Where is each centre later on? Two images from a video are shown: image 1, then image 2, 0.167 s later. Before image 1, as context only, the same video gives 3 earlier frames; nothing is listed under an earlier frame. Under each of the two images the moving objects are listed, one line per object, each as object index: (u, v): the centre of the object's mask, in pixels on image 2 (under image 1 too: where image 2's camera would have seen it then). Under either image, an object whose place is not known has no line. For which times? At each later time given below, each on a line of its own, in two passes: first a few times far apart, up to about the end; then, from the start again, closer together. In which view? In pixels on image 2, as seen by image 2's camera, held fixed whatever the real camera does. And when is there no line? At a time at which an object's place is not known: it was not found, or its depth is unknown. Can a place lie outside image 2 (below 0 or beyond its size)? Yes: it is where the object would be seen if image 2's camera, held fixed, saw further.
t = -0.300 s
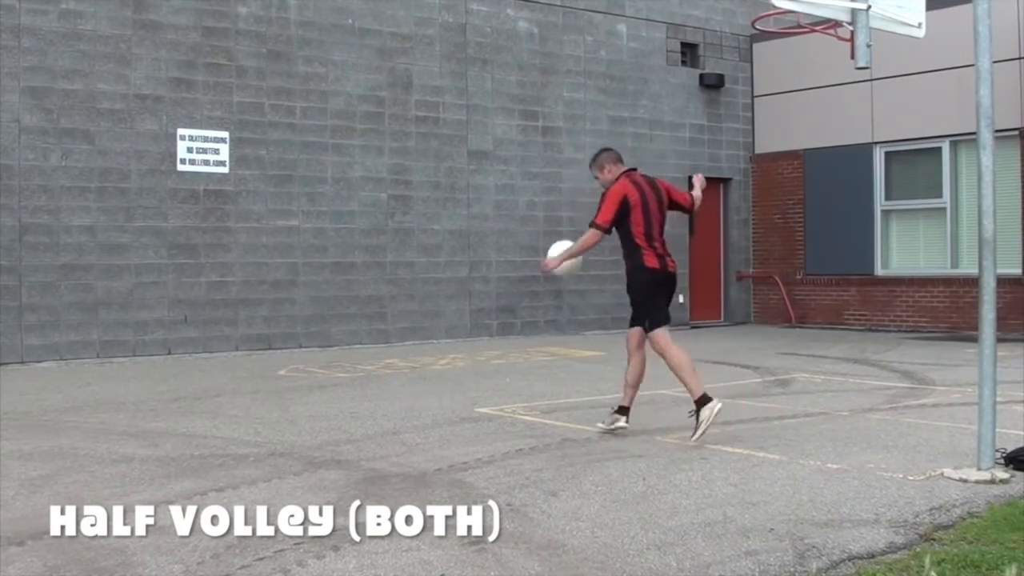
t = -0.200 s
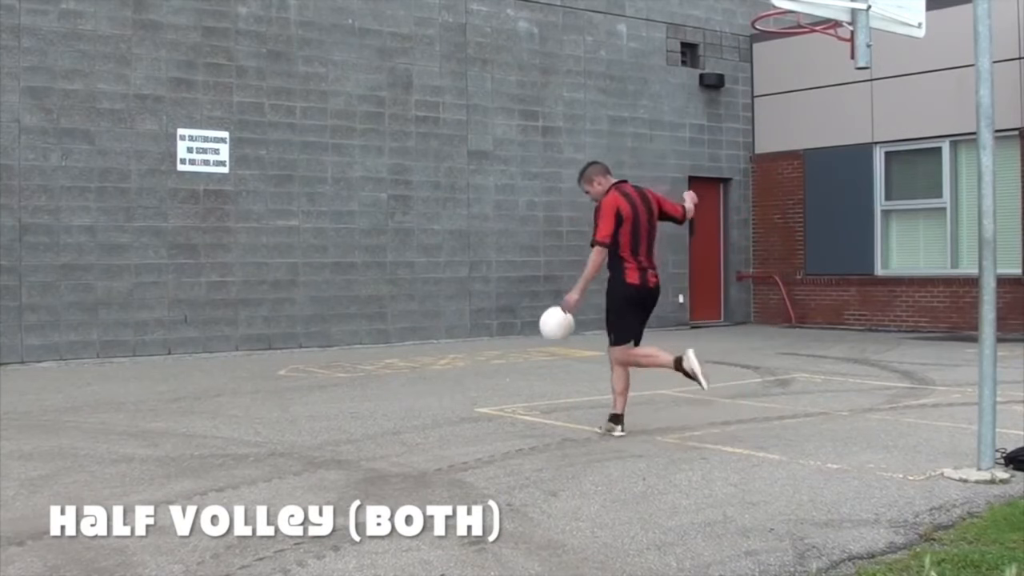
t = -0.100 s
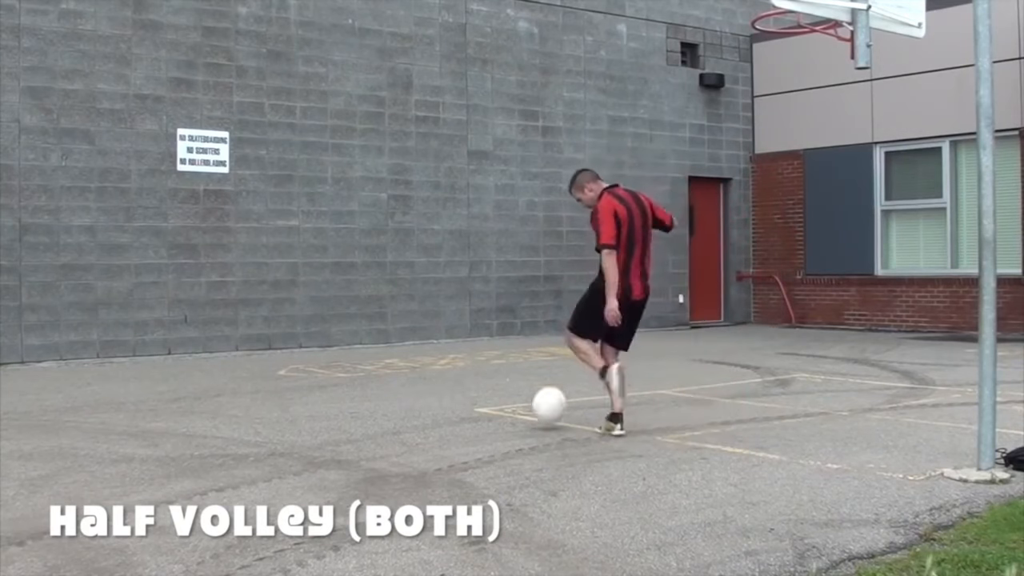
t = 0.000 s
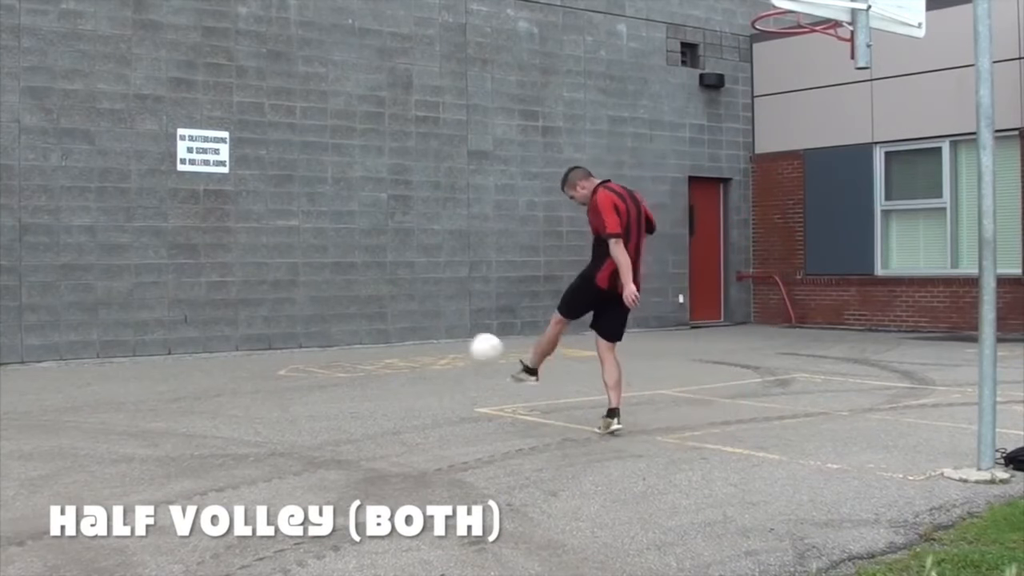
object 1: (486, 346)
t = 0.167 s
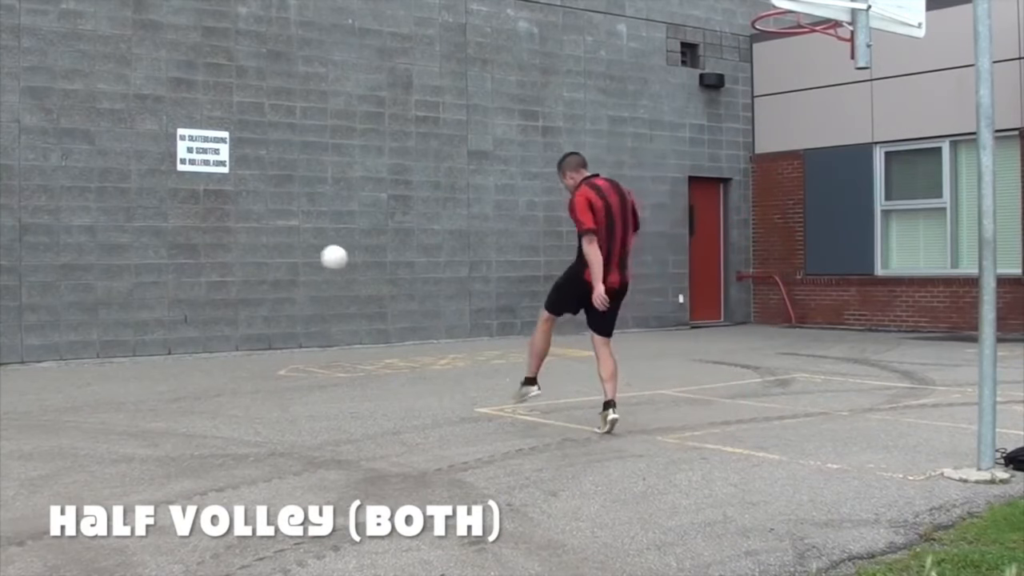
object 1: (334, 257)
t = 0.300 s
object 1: (252, 221)
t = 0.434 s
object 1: (239, 211)
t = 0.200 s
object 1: (311, 245)
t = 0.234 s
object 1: (290, 236)
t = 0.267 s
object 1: (270, 228)
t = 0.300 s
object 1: (252, 221)
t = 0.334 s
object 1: (235, 215)
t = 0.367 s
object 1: (220, 212)
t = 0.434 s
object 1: (239, 211)
